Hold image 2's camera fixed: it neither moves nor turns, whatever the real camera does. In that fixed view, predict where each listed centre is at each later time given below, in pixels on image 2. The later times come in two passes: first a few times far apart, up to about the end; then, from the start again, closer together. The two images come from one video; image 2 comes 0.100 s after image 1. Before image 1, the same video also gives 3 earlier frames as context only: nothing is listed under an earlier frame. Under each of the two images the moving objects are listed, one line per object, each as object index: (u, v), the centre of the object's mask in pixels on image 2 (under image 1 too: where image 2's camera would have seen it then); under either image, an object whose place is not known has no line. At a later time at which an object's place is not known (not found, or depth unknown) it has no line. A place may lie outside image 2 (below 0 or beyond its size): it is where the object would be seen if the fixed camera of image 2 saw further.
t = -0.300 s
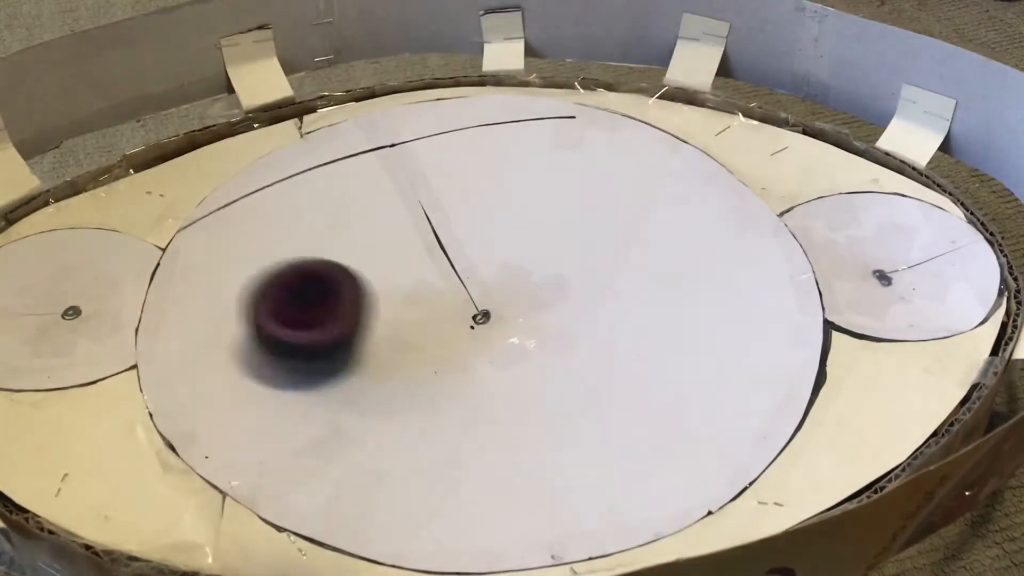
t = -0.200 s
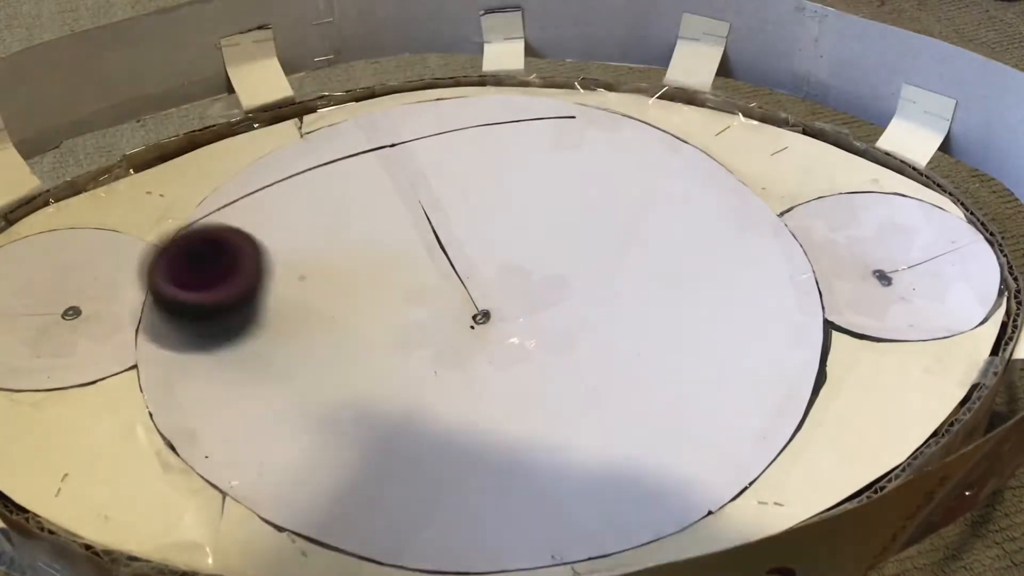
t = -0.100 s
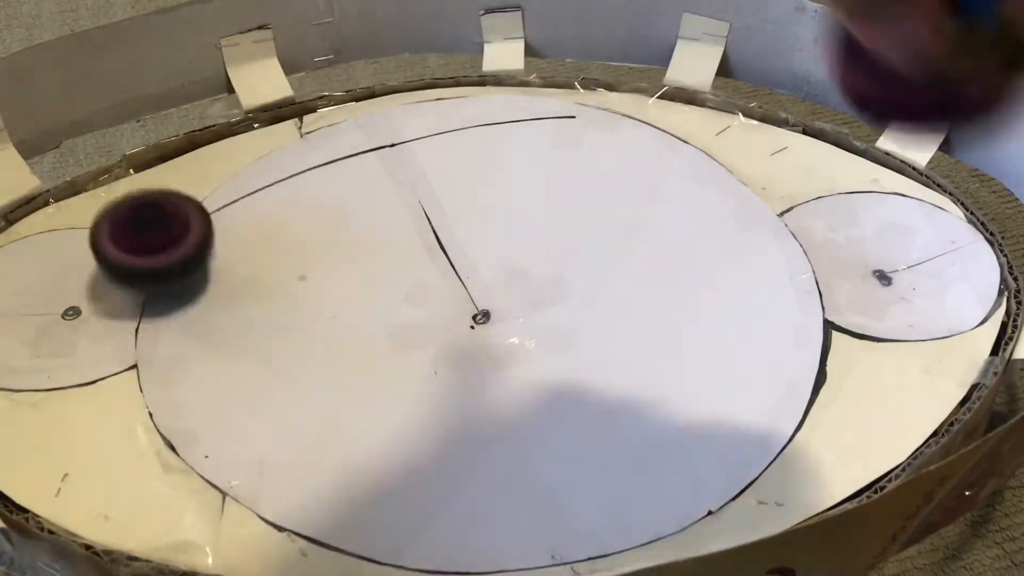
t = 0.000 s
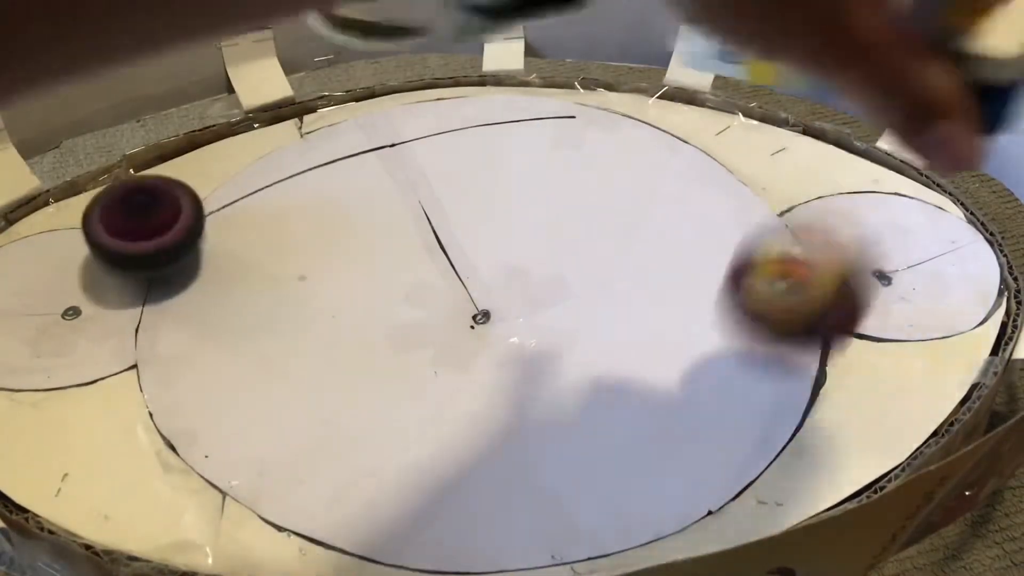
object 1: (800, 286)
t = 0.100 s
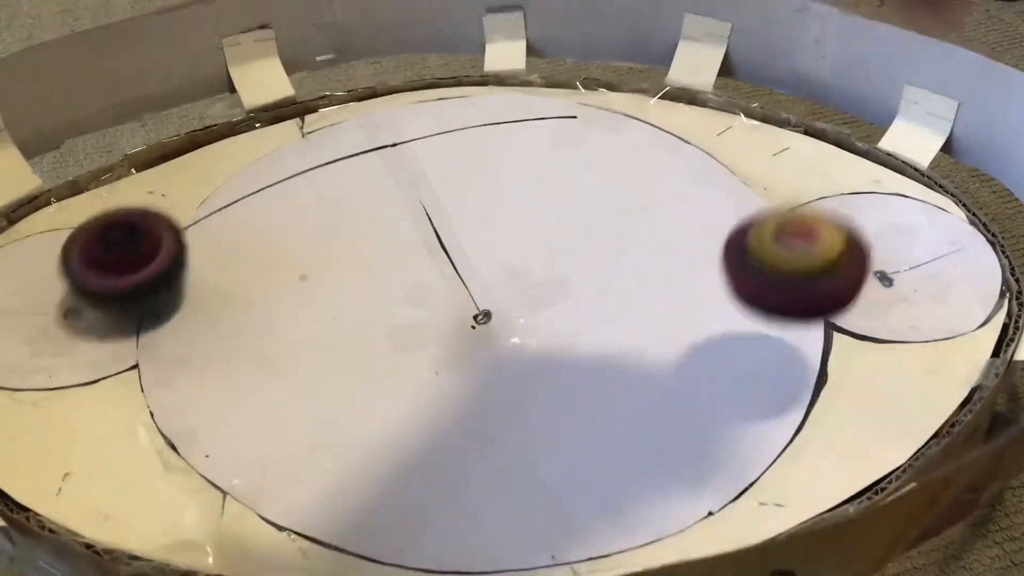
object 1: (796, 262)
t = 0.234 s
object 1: (793, 338)
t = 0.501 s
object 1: (682, 261)
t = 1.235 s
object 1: (964, 329)
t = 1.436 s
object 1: (948, 358)
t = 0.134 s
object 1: (803, 251)
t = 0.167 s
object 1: (805, 260)
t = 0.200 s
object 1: (801, 291)
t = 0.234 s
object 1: (793, 338)
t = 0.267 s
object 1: (795, 315)
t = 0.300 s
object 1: (795, 298)
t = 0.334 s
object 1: (790, 301)
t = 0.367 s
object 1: (778, 314)
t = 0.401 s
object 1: (760, 293)
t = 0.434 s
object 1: (737, 285)
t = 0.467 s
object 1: (712, 274)
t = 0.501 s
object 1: (682, 261)
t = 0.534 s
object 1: (645, 250)
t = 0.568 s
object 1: (599, 244)
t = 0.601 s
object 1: (547, 243)
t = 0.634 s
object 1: (489, 248)
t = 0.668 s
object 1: (436, 257)
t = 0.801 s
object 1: (498, 406)
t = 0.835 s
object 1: (572, 447)
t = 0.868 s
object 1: (647, 478)
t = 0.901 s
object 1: (728, 493)
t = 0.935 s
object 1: (773, 457)
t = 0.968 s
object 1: (806, 425)
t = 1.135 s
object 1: (955, 318)
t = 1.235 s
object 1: (964, 329)
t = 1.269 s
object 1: (967, 333)
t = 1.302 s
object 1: (960, 334)
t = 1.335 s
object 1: (958, 338)
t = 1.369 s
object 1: (957, 350)
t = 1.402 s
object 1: (954, 359)
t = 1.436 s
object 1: (948, 358)
